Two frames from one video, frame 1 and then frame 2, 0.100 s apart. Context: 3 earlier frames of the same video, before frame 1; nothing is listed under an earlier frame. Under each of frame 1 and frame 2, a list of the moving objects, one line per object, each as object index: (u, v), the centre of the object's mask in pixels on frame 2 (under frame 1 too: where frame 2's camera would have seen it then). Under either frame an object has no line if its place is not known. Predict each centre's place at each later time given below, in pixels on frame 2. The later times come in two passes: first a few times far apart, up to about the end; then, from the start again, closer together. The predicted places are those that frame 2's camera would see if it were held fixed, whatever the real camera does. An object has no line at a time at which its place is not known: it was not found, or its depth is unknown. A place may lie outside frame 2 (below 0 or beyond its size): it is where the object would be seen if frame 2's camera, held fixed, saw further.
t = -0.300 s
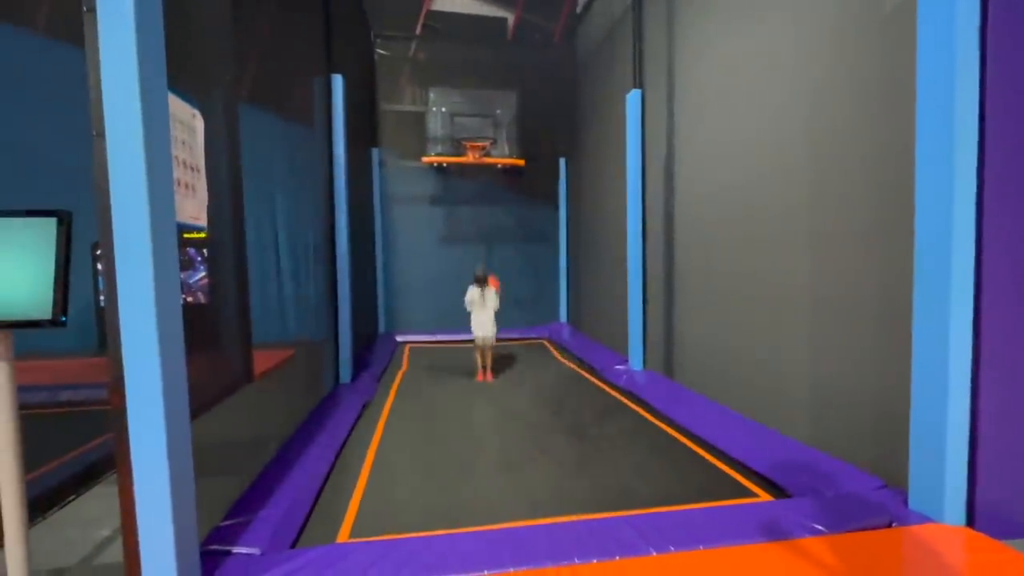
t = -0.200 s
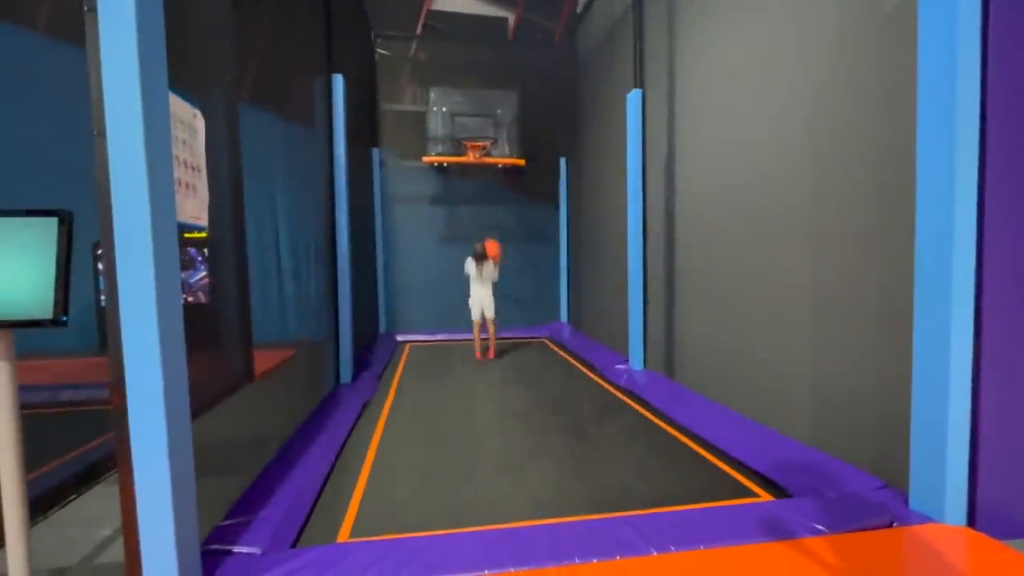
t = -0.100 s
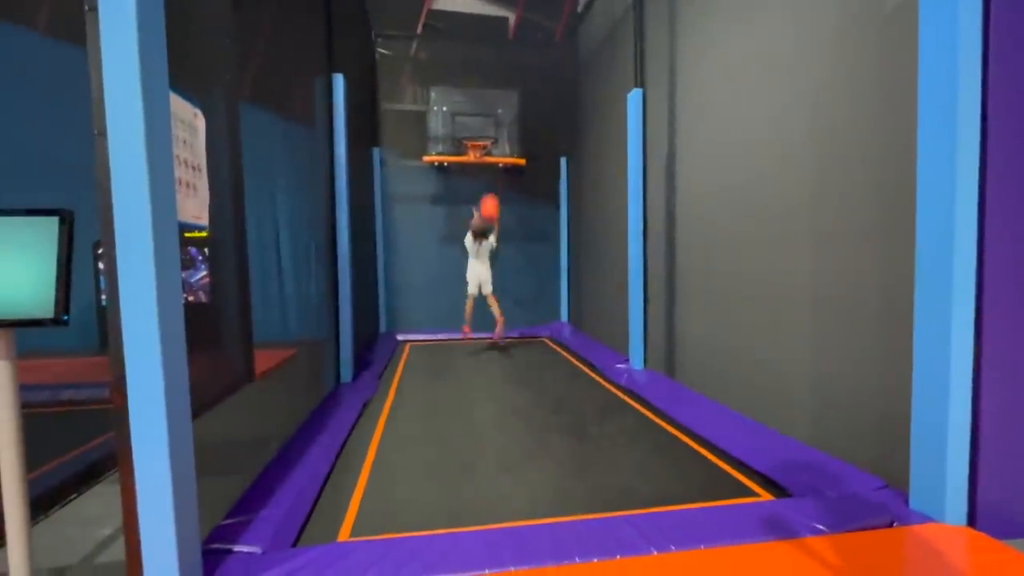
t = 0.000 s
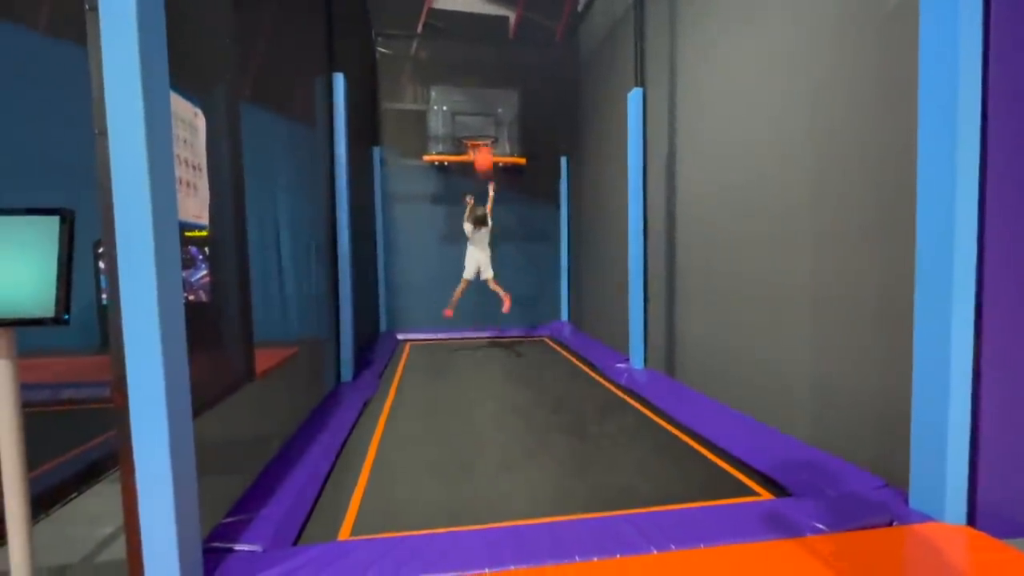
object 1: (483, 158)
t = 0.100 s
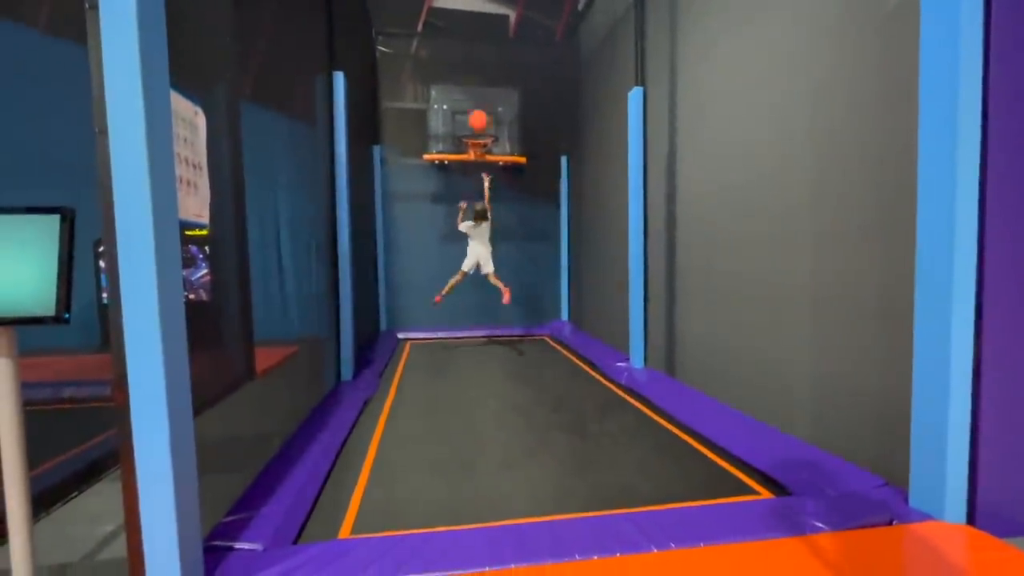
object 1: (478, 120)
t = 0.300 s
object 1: (468, 86)
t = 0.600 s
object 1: (453, 100)
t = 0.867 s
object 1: (441, 182)
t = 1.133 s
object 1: (433, 327)
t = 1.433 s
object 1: (429, 288)
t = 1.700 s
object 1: (428, 278)
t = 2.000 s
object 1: (427, 340)
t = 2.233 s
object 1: (430, 327)
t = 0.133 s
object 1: (476, 112)
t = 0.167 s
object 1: (475, 105)
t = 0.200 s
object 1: (473, 98)
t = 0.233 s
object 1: (471, 93)
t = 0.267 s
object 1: (470, 90)
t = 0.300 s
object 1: (468, 86)
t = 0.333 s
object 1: (466, 84)
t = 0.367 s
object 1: (465, 83)
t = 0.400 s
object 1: (463, 83)
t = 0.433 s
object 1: (461, 83)
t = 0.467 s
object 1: (460, 84)
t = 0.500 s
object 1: (458, 87)
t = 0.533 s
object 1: (456, 90)
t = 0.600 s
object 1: (453, 100)
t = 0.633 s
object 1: (452, 107)
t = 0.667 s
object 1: (450, 114)
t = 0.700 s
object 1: (449, 123)
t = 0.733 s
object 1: (447, 132)
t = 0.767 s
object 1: (446, 142)
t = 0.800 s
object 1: (445, 155)
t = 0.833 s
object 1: (443, 169)
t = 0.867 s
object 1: (441, 182)
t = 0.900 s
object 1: (440, 197)
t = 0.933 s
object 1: (439, 213)
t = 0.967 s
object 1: (438, 229)
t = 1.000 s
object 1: (437, 248)
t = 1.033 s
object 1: (436, 266)
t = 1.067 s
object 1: (435, 287)
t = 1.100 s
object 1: (434, 308)
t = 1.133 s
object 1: (433, 327)
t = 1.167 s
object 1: (432, 350)
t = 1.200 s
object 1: (432, 350)
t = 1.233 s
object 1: (431, 338)
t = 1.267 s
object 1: (431, 326)
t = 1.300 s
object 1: (430, 317)
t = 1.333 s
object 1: (430, 308)
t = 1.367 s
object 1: (429, 300)
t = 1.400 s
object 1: (429, 293)
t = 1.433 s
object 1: (429, 288)
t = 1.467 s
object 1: (429, 283)
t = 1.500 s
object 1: (428, 280)
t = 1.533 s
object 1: (428, 277)
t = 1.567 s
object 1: (428, 275)
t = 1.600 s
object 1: (428, 275)
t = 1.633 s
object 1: (428, 275)
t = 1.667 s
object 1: (427, 275)
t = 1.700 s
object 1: (428, 278)
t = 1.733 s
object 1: (427, 280)
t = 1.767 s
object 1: (427, 284)
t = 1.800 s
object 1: (427, 289)
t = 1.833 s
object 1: (427, 296)
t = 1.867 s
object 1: (427, 303)
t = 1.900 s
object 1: (428, 310)
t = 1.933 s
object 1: (428, 319)
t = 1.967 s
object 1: (428, 328)
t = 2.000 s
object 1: (427, 340)
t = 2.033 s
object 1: (428, 351)
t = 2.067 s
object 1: (429, 351)
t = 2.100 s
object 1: (429, 346)
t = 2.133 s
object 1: (430, 339)
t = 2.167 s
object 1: (429, 334)
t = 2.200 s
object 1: (430, 330)
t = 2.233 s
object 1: (430, 327)
